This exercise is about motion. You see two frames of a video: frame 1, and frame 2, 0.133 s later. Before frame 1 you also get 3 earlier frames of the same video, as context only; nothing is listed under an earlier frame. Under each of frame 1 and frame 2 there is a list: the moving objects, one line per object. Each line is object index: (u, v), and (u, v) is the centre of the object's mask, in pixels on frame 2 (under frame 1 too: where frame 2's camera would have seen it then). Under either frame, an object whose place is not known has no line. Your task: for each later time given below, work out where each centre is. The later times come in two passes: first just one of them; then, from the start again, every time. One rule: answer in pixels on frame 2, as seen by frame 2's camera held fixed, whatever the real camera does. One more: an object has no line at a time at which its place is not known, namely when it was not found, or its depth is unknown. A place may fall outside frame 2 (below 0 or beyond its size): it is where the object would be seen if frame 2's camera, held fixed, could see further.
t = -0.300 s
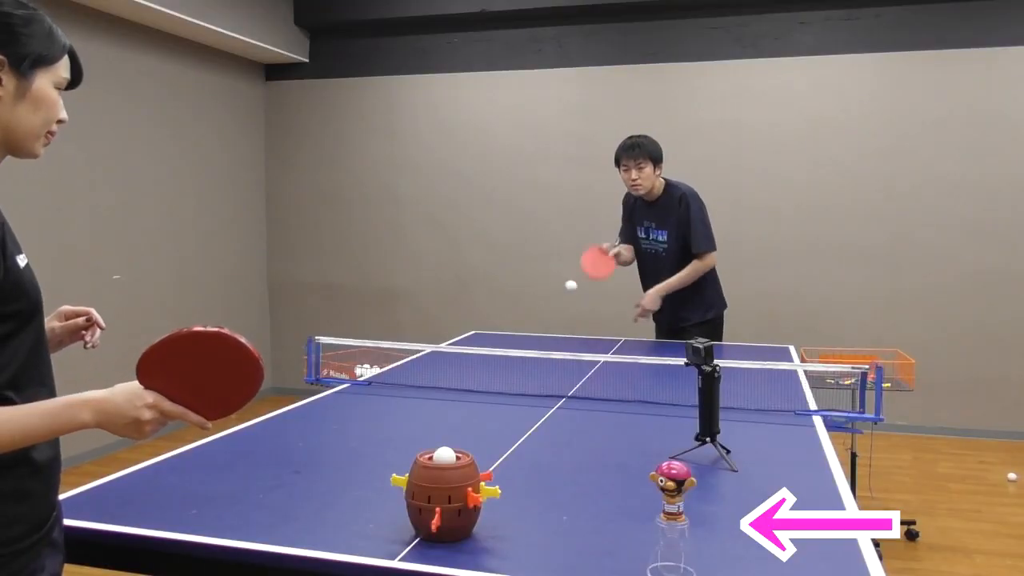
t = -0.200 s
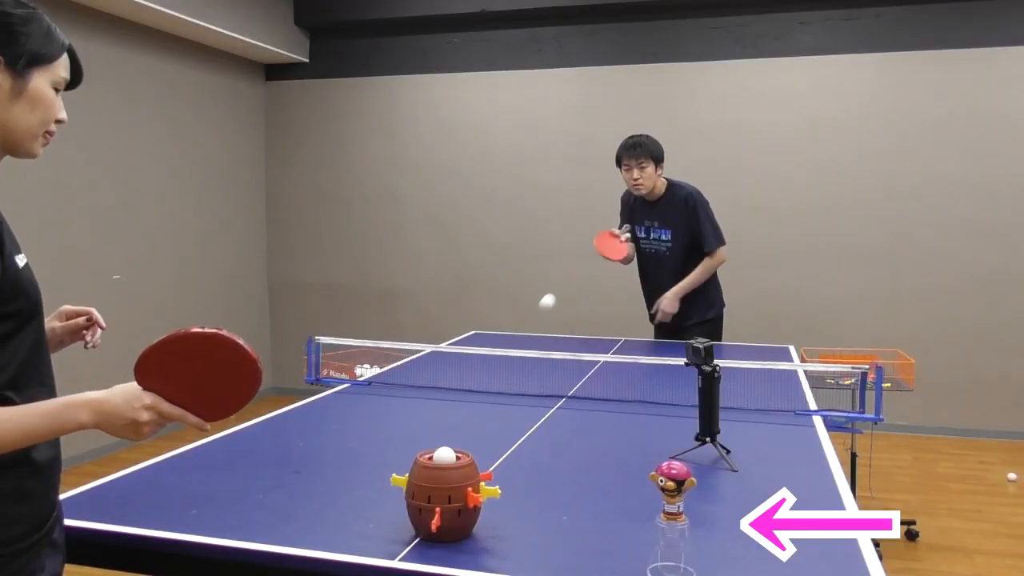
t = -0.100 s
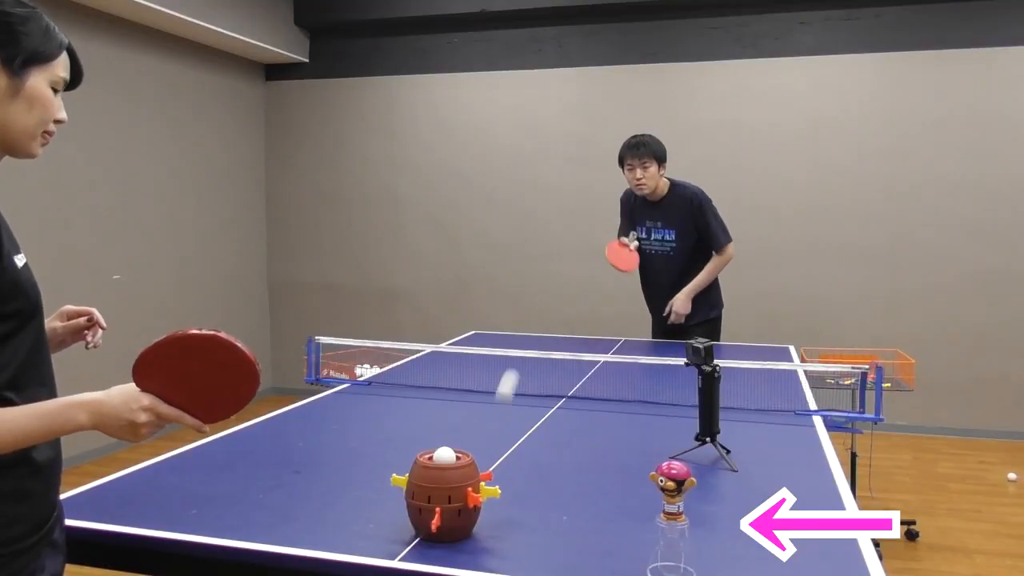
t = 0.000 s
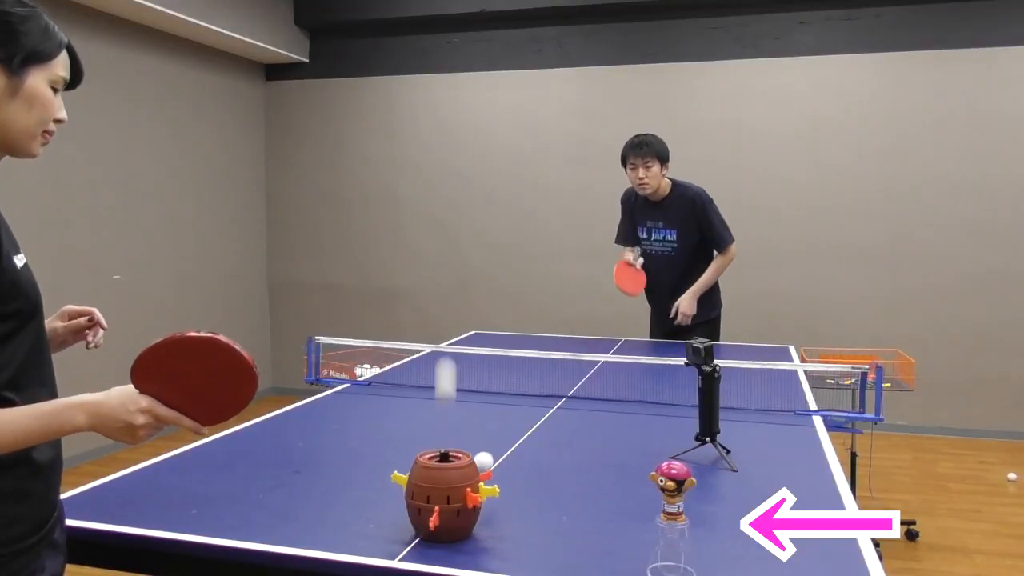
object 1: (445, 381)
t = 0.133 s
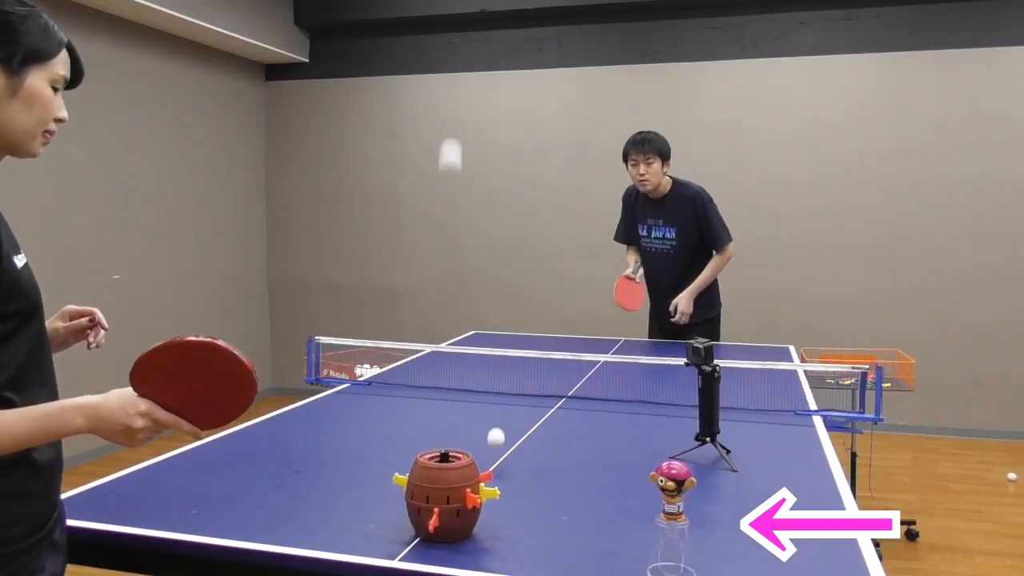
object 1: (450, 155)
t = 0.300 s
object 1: (460, 12)
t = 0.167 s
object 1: (452, 113)
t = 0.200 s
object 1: (454, 78)
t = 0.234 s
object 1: (456, 51)
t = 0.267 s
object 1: (458, 28)
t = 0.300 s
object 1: (460, 12)
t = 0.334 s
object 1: (462, 6)
